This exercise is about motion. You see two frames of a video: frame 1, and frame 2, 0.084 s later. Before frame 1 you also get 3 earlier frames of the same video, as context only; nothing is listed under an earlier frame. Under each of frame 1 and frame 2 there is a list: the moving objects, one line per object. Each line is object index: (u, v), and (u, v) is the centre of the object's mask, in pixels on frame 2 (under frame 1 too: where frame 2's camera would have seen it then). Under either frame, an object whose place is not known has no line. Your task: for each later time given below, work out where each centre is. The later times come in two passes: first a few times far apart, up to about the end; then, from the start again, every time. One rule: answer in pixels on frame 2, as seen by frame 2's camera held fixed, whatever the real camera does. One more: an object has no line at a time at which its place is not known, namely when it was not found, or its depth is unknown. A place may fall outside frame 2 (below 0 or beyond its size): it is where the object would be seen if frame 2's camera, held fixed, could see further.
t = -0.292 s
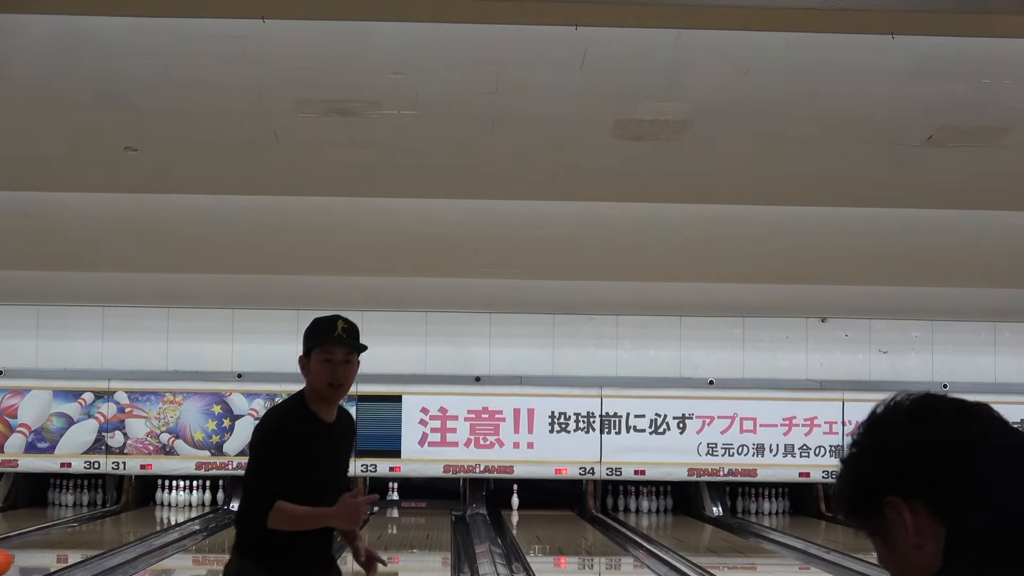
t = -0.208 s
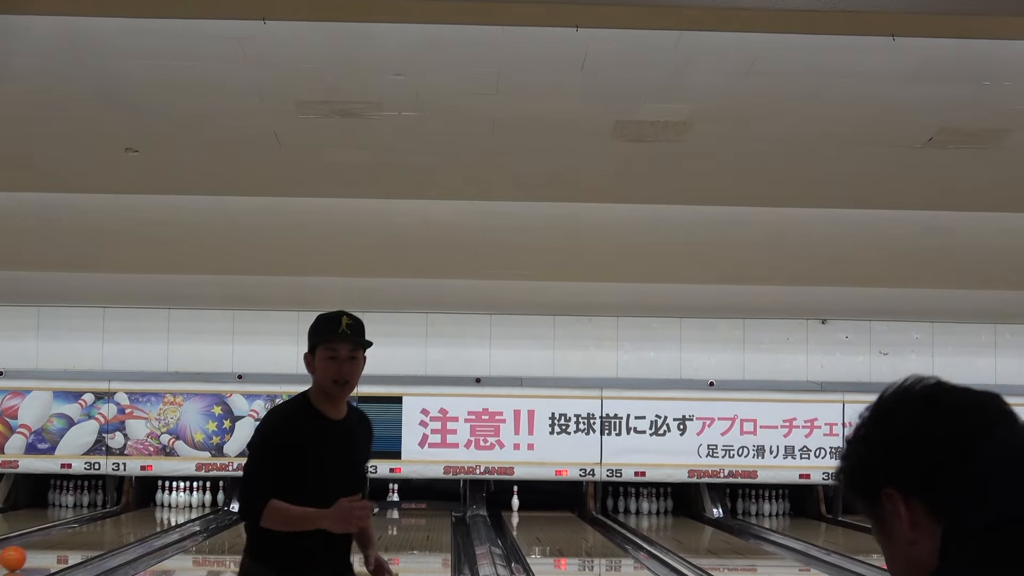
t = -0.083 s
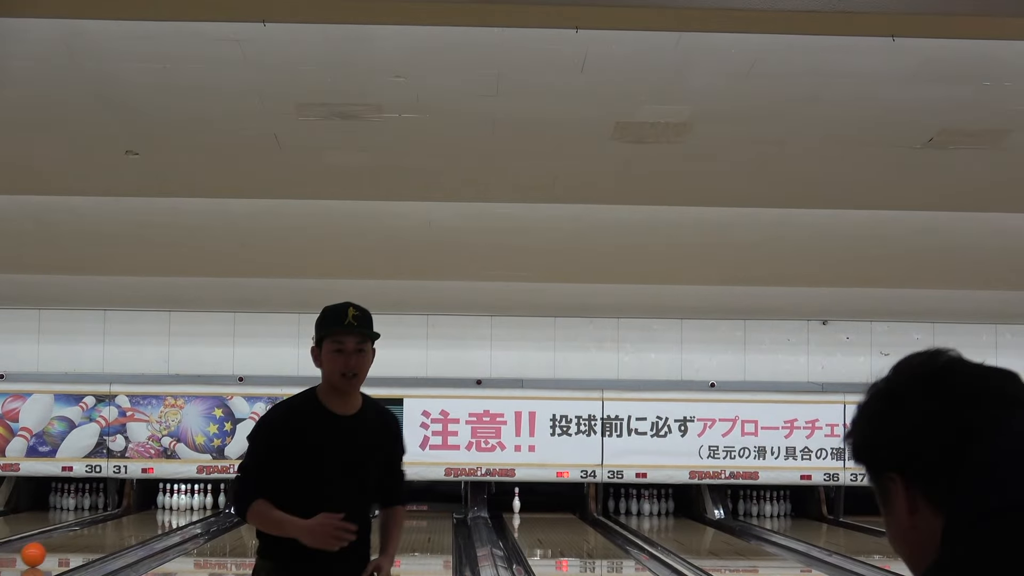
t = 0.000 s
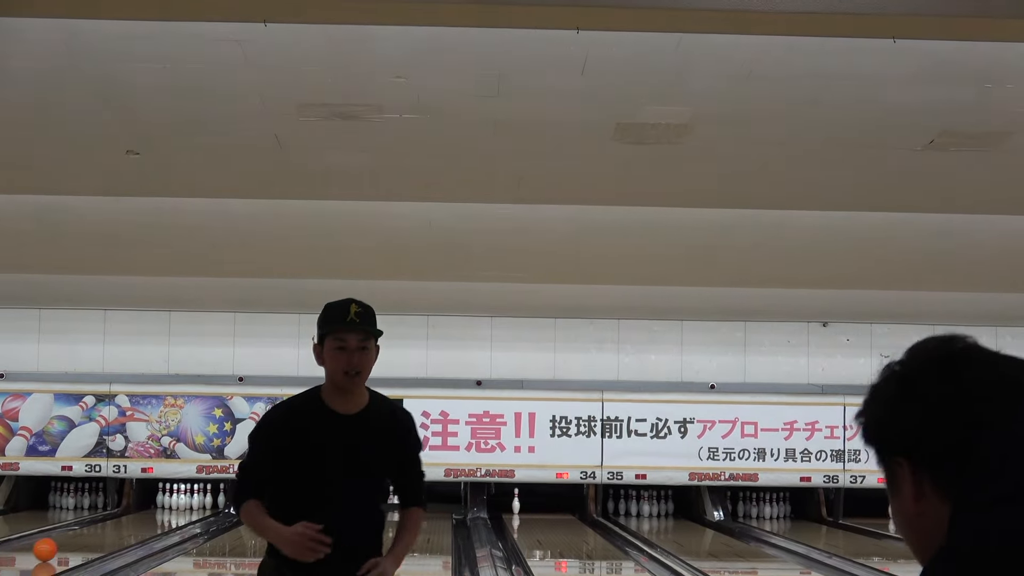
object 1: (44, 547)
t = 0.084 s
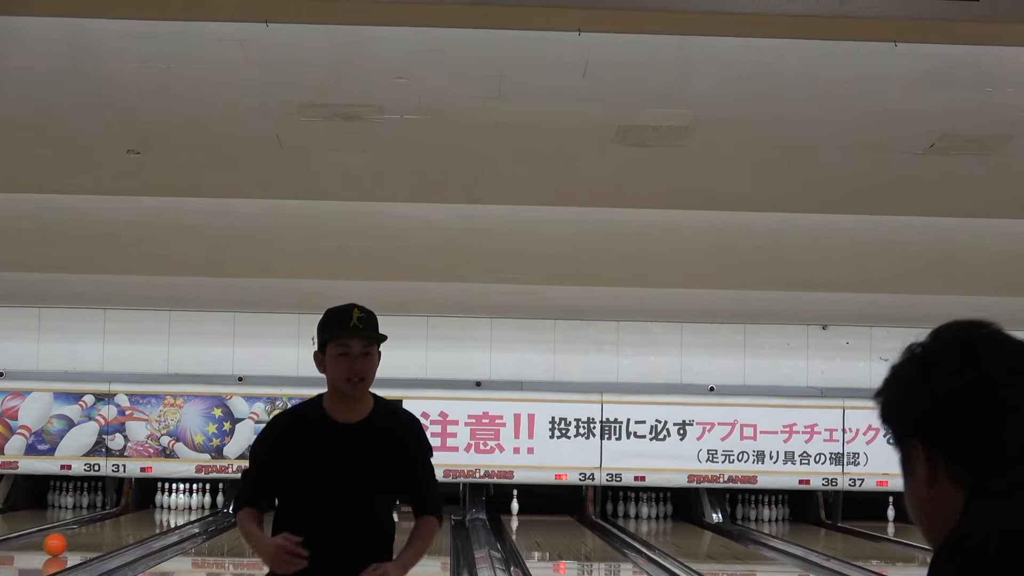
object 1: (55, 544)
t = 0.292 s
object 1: (81, 537)
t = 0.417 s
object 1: (94, 533)
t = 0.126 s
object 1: (62, 542)
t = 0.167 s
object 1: (66, 541)
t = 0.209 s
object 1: (72, 540)
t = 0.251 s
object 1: (76, 539)
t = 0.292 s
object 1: (81, 537)
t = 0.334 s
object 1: (85, 536)
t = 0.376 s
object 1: (91, 534)
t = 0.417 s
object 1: (94, 533)
